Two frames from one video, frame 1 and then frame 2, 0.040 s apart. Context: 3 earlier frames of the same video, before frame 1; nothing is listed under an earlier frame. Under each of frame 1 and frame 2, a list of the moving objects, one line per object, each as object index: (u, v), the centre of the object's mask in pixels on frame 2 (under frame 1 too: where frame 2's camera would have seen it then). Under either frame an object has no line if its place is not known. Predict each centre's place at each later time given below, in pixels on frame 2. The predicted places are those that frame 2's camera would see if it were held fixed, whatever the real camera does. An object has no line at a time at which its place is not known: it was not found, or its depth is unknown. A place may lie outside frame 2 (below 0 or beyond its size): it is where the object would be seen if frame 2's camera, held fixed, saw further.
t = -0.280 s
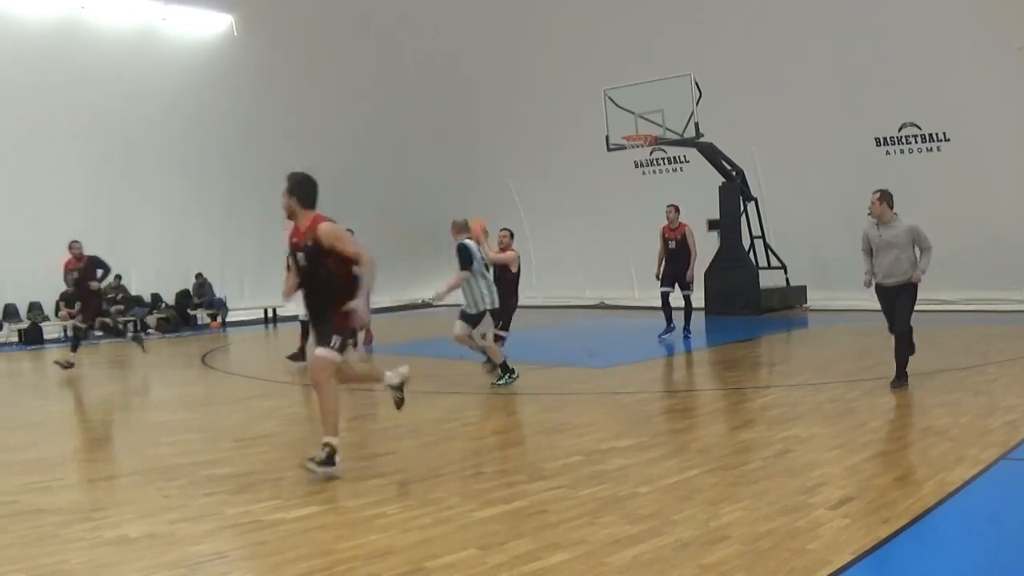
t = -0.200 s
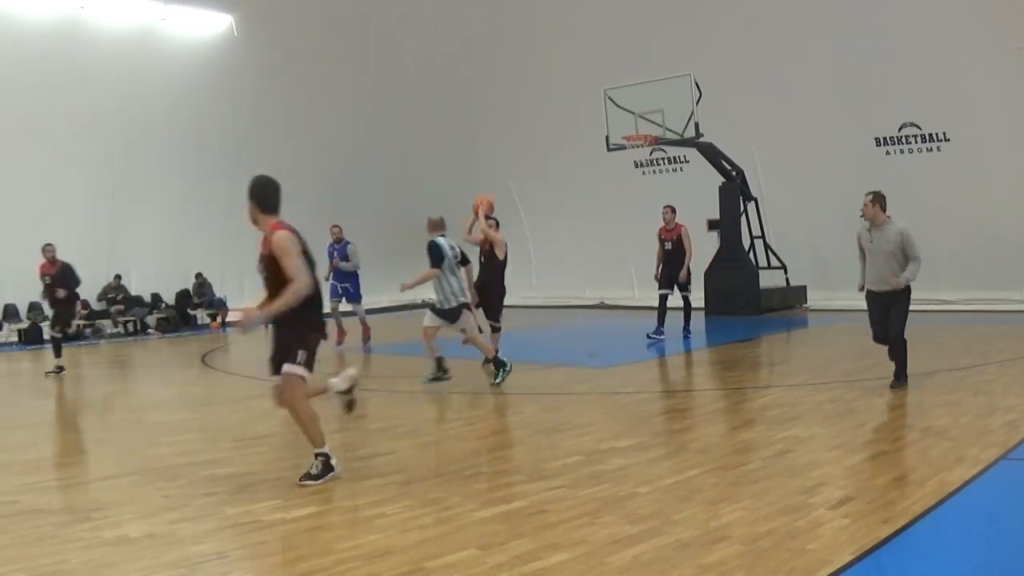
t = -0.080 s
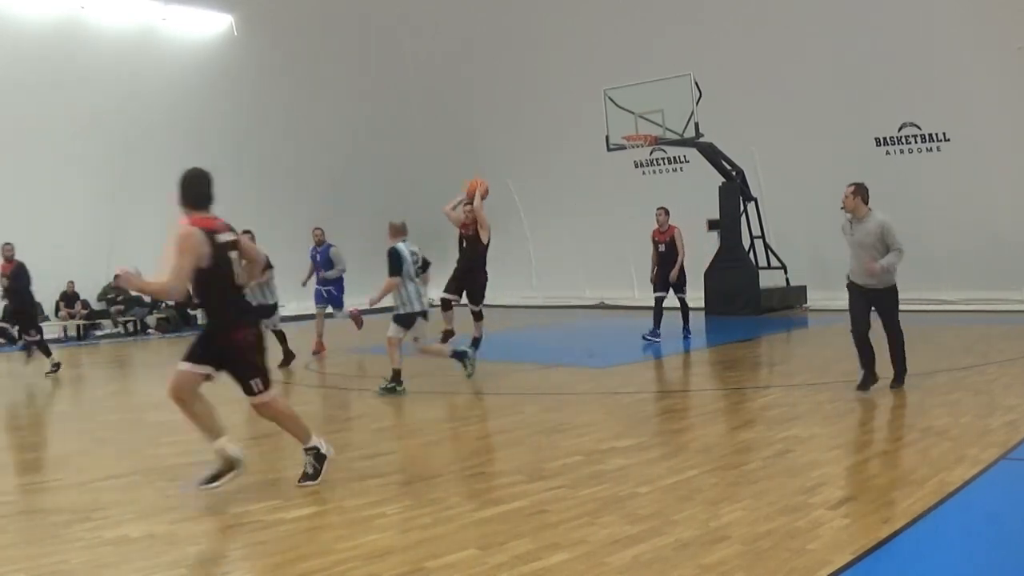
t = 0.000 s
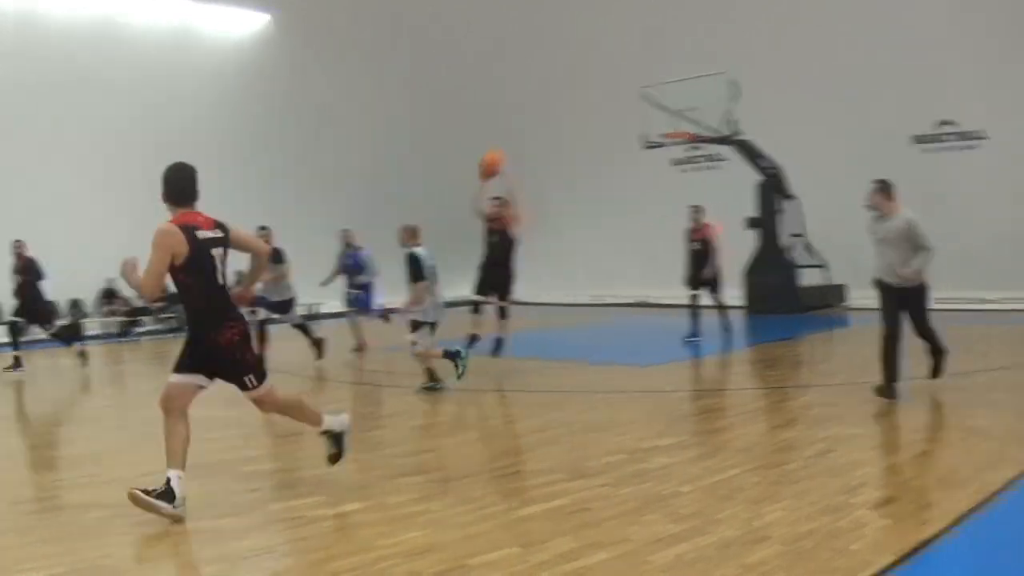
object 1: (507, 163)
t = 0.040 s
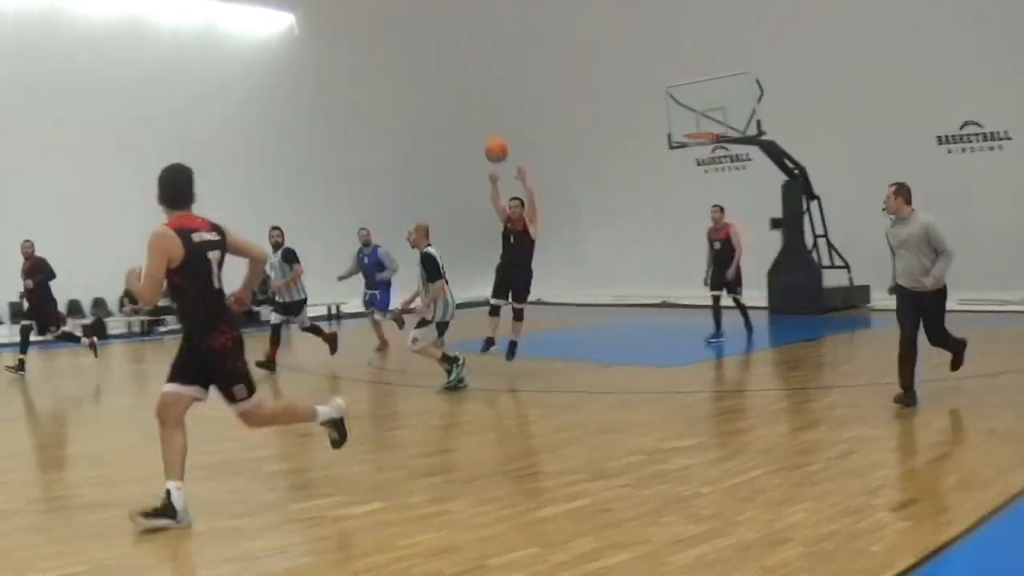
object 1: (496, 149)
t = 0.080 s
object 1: (483, 135)
